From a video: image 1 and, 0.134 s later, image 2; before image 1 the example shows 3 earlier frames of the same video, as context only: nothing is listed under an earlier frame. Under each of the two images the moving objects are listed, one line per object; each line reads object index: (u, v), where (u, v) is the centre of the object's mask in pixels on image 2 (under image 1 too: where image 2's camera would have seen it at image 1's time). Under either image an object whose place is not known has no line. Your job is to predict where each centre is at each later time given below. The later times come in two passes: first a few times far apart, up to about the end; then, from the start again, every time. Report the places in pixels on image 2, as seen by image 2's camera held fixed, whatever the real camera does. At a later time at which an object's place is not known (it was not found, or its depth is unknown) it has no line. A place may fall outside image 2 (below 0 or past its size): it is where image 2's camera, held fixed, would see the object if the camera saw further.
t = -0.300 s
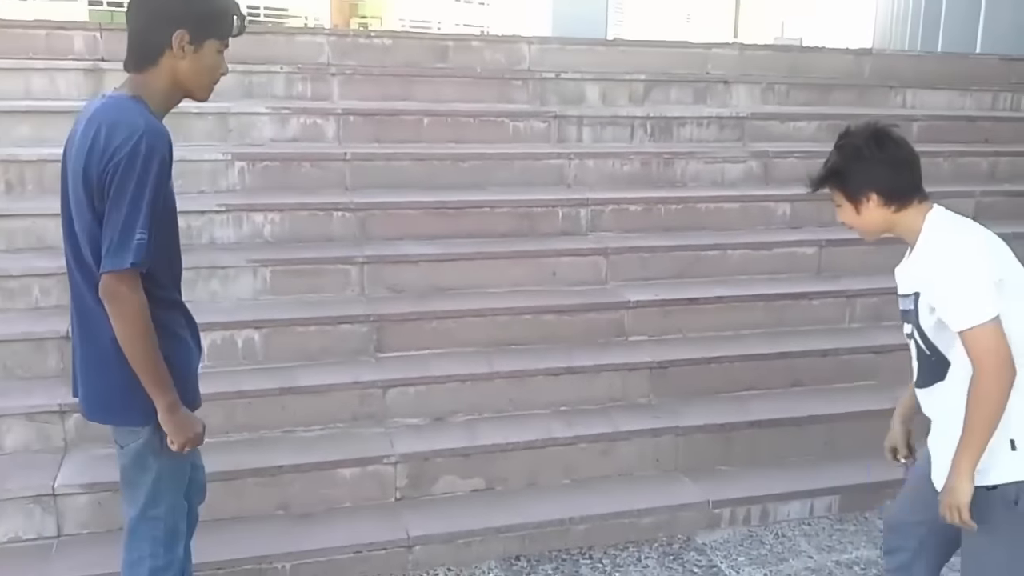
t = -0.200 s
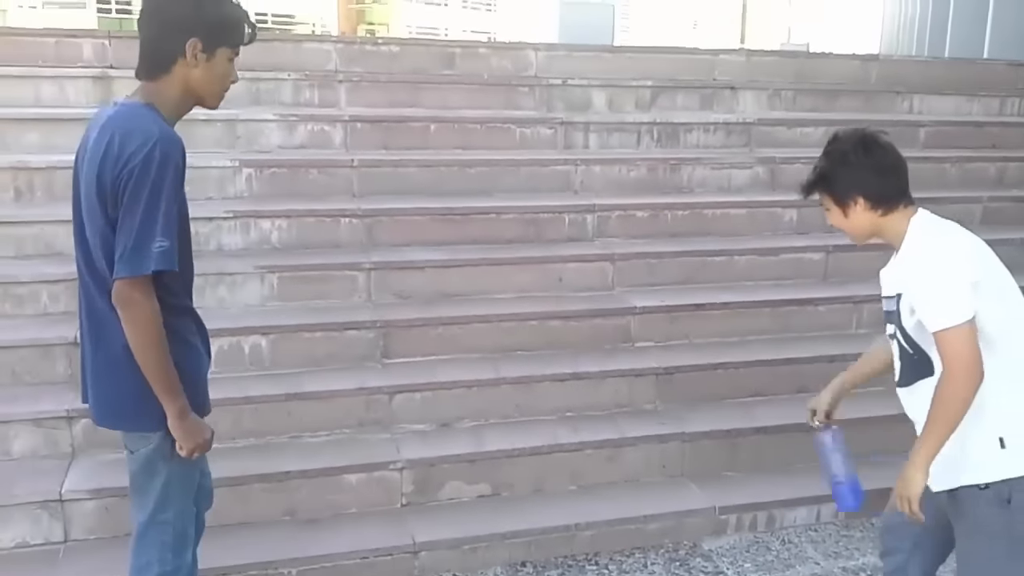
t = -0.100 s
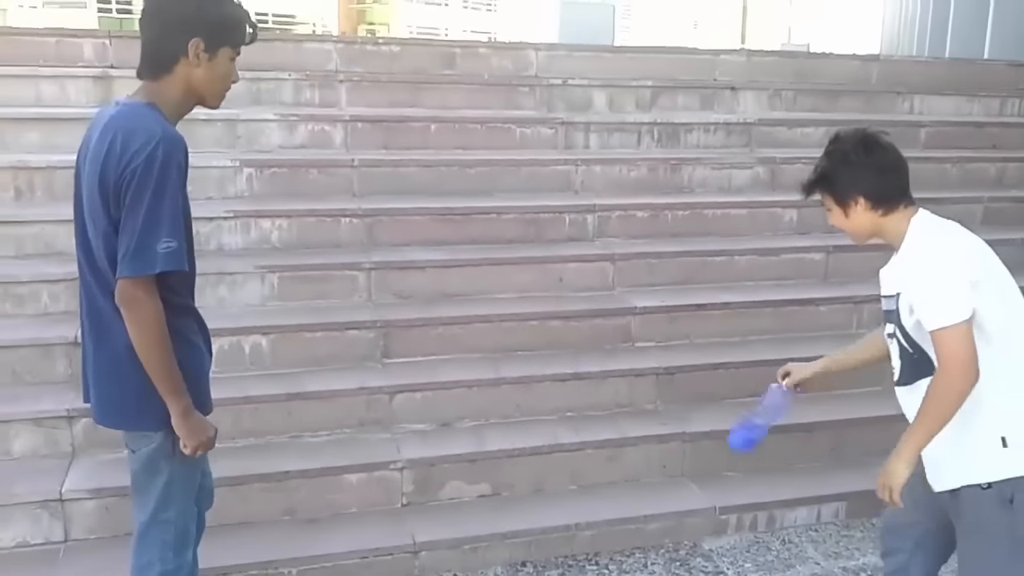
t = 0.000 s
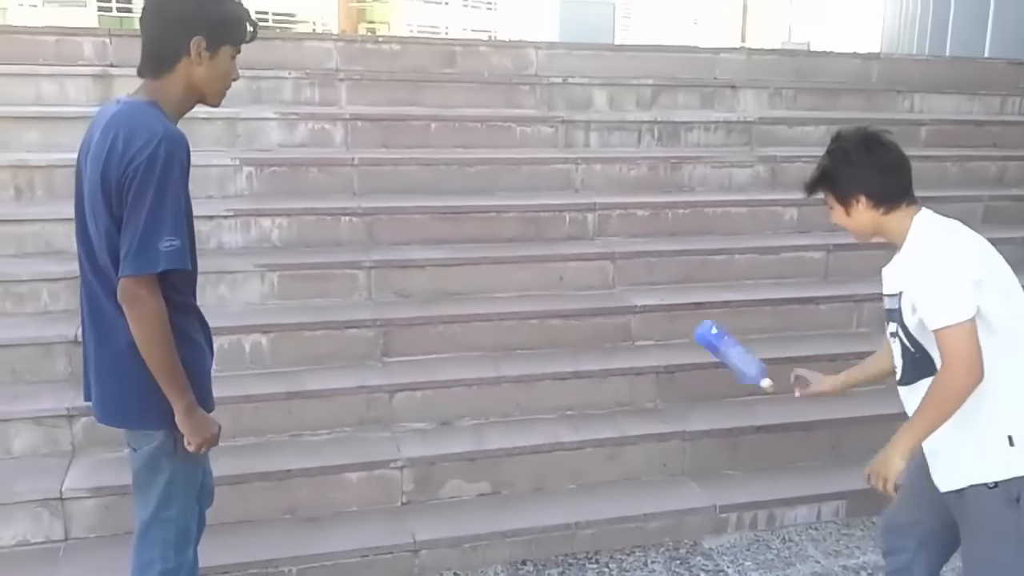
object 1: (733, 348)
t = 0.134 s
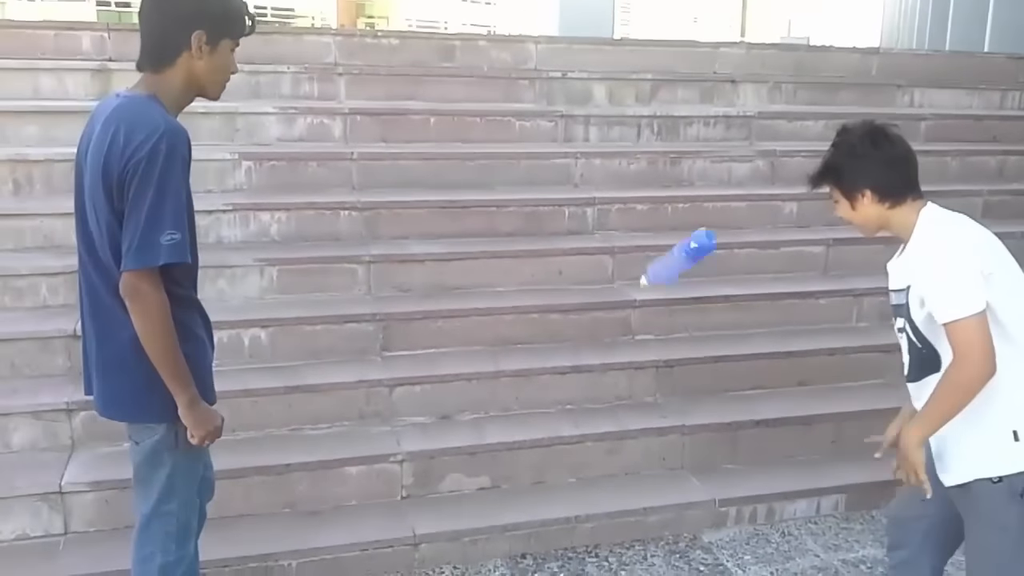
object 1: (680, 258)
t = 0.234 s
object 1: (666, 210)
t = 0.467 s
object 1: (654, 265)
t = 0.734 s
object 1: (620, 444)
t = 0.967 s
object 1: (677, 526)
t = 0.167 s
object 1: (673, 238)
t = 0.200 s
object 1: (668, 222)
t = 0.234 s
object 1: (666, 210)
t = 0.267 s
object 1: (664, 203)
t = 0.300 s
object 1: (662, 201)
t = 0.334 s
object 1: (662, 204)
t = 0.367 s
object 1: (661, 212)
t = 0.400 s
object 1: (660, 226)
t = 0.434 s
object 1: (657, 243)
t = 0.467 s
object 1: (654, 265)
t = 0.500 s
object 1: (648, 290)
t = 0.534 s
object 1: (644, 318)
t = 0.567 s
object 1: (636, 348)
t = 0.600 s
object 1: (632, 381)
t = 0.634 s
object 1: (624, 416)
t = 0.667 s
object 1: (619, 438)
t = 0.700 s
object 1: (618, 442)
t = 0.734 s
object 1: (620, 444)
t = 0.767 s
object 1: (624, 450)
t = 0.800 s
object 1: (630, 458)
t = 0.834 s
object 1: (639, 472)
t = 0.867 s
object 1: (649, 478)
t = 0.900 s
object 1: (660, 491)
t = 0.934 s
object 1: (669, 508)
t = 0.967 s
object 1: (677, 526)
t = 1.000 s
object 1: (682, 550)
